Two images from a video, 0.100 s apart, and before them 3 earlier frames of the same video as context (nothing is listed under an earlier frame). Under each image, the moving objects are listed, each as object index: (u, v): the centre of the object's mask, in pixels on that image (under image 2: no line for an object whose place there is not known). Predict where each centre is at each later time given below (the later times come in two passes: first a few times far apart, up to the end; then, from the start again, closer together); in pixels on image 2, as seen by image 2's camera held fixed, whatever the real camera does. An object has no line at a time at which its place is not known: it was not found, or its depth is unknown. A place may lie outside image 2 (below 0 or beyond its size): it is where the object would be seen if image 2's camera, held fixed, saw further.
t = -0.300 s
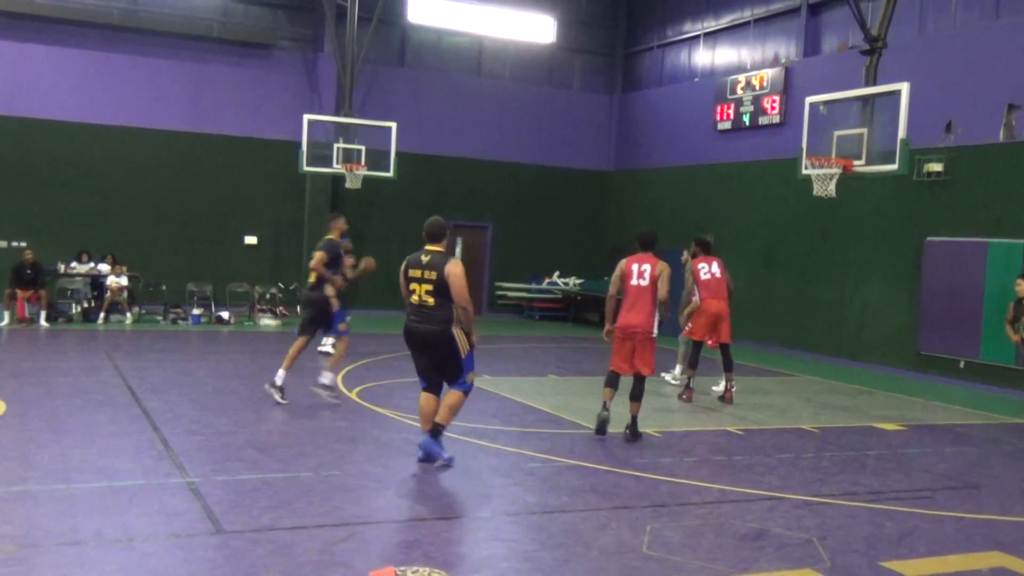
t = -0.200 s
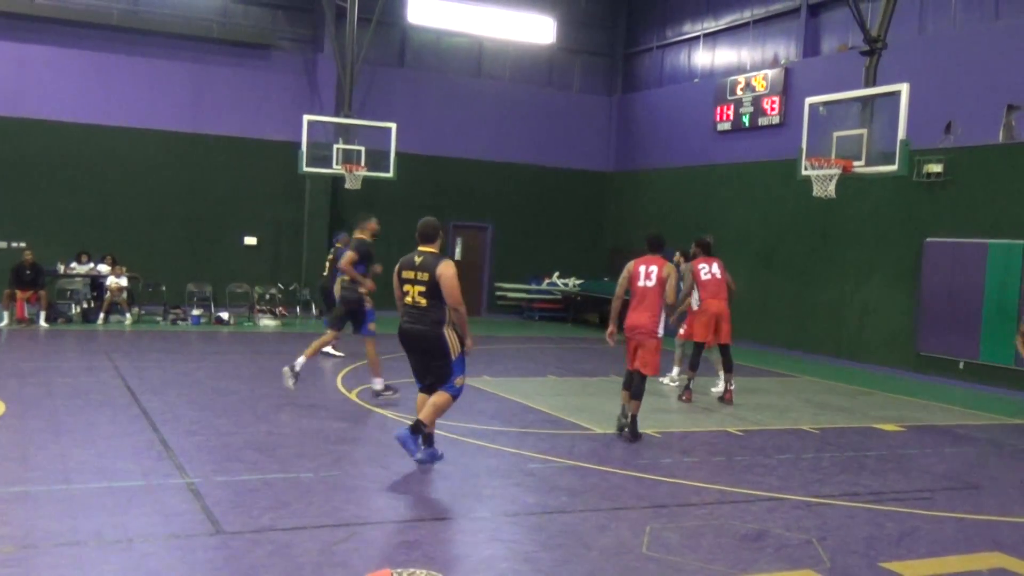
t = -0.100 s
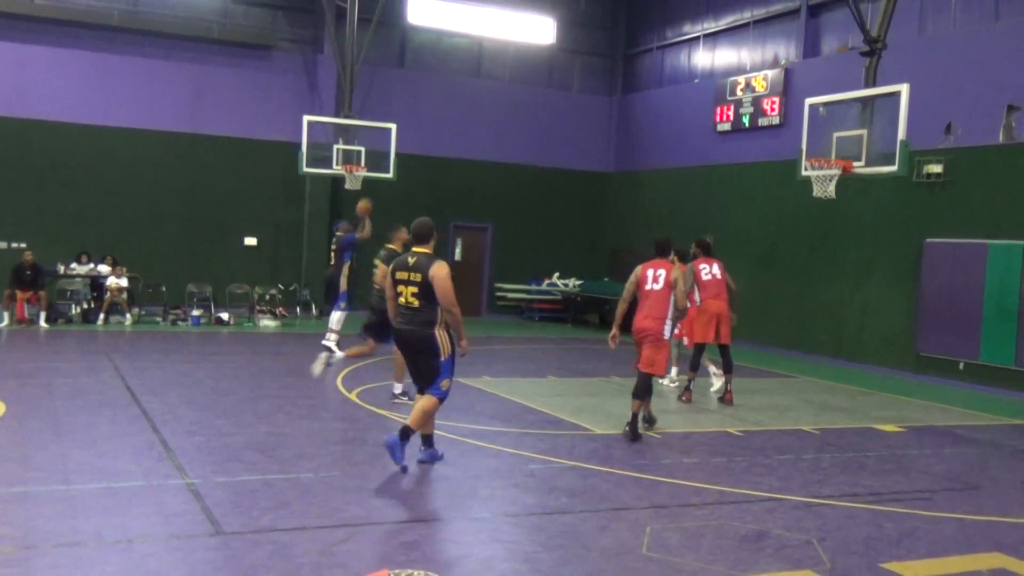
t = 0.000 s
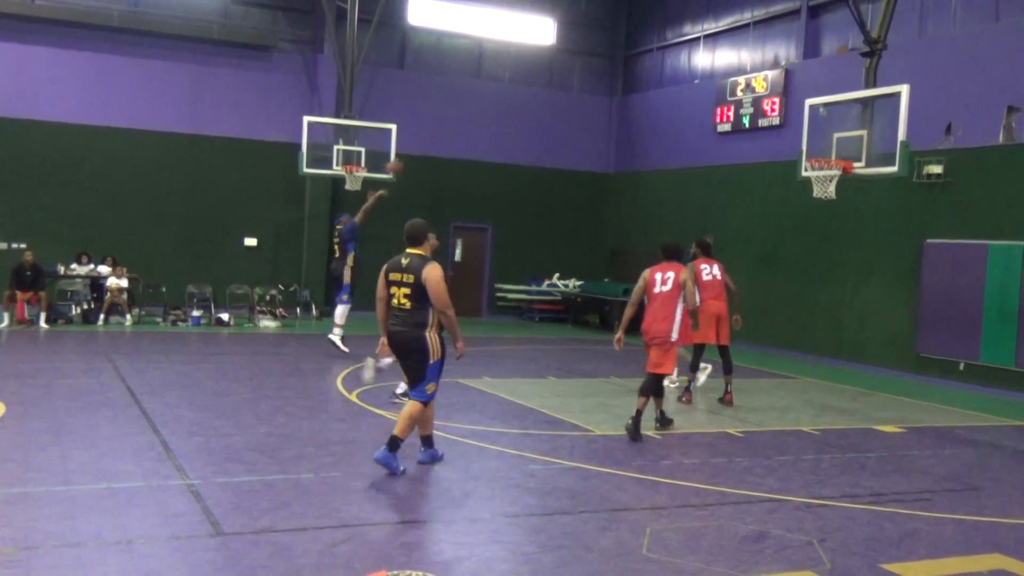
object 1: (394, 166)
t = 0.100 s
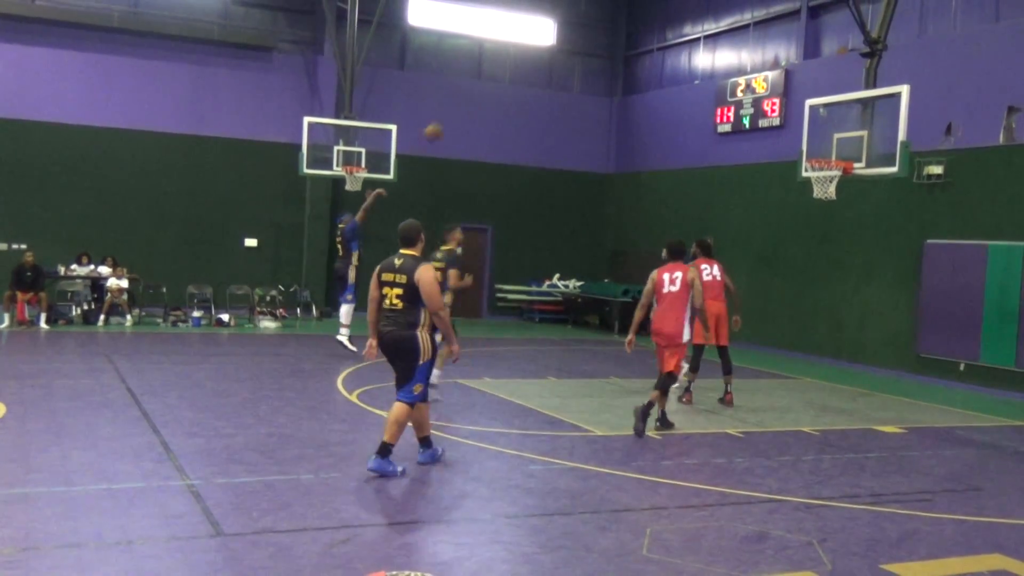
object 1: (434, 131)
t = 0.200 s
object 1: (471, 102)
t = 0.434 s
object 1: (564, 58)
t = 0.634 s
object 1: (642, 52)
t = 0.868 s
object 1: (734, 80)
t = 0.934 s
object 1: (761, 96)
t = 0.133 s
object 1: (446, 121)
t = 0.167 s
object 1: (458, 111)
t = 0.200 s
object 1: (471, 102)
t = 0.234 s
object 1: (485, 93)
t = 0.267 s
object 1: (498, 85)
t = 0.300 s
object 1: (510, 78)
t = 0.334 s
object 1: (523, 72)
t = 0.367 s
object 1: (537, 66)
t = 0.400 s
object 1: (549, 62)
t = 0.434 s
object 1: (564, 58)
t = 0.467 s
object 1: (577, 56)
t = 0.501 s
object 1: (590, 53)
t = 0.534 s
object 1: (603, 52)
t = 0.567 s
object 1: (616, 51)
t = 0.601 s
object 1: (629, 51)
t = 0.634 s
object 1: (642, 52)
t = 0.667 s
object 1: (655, 54)
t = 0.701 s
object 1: (670, 56)
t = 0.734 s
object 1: (682, 59)
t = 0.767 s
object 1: (696, 64)
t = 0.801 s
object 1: (708, 69)
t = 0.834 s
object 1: (722, 74)
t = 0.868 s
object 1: (734, 80)
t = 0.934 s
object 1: (761, 96)
